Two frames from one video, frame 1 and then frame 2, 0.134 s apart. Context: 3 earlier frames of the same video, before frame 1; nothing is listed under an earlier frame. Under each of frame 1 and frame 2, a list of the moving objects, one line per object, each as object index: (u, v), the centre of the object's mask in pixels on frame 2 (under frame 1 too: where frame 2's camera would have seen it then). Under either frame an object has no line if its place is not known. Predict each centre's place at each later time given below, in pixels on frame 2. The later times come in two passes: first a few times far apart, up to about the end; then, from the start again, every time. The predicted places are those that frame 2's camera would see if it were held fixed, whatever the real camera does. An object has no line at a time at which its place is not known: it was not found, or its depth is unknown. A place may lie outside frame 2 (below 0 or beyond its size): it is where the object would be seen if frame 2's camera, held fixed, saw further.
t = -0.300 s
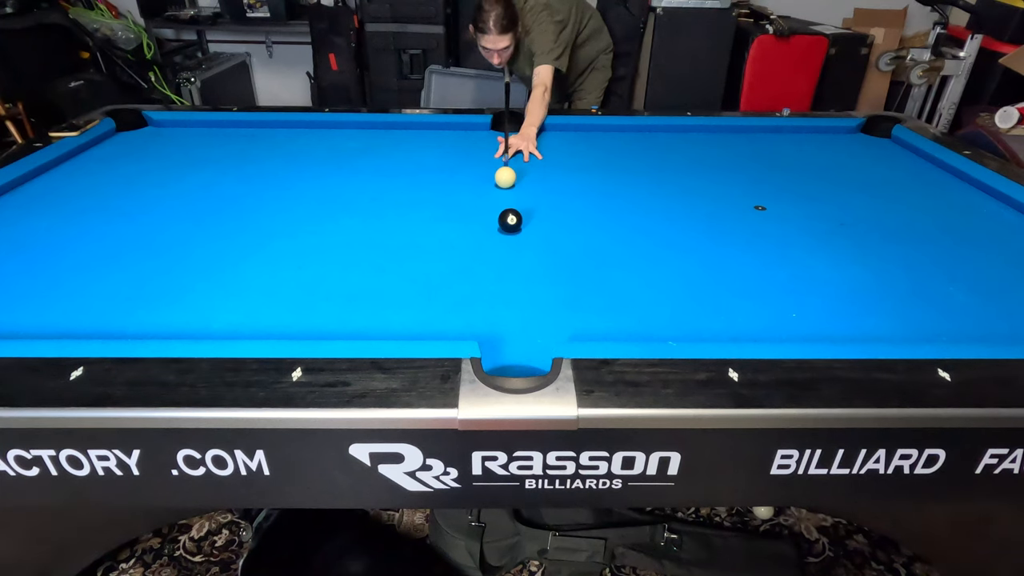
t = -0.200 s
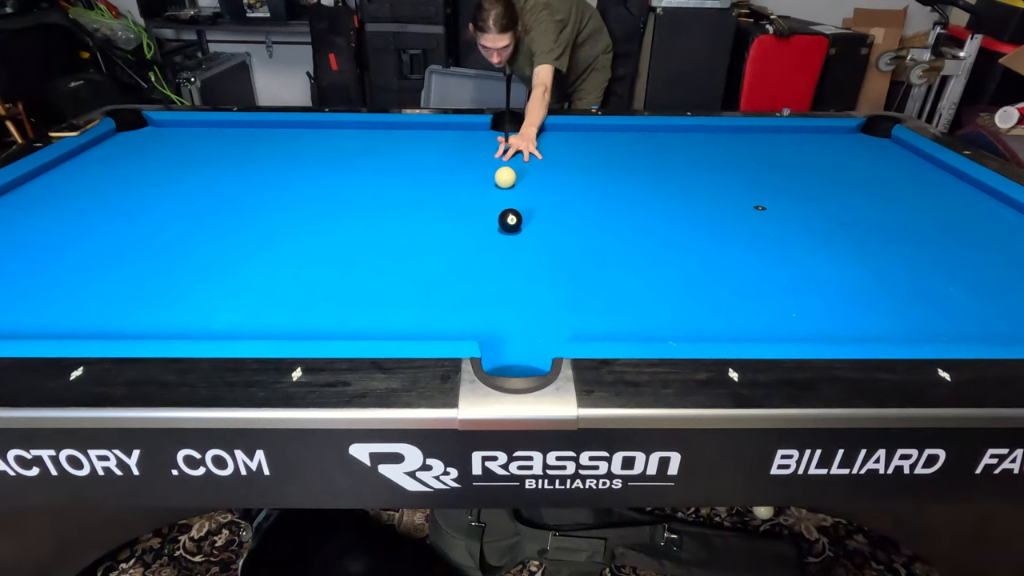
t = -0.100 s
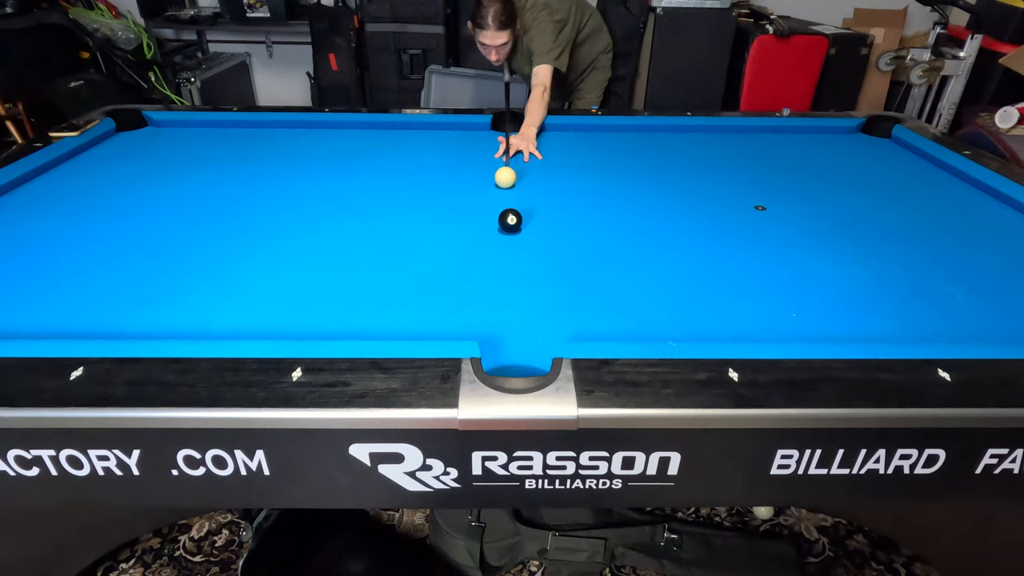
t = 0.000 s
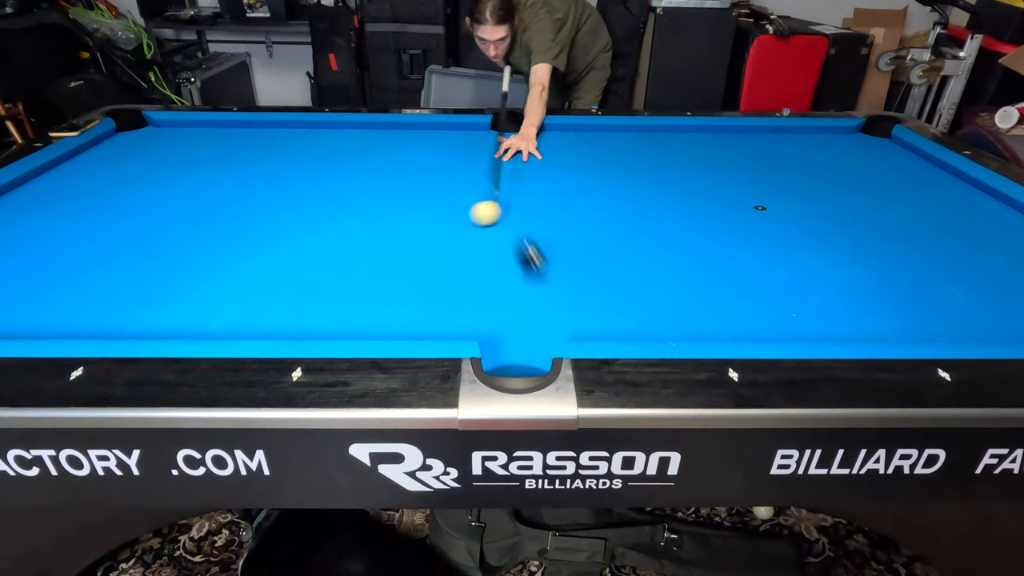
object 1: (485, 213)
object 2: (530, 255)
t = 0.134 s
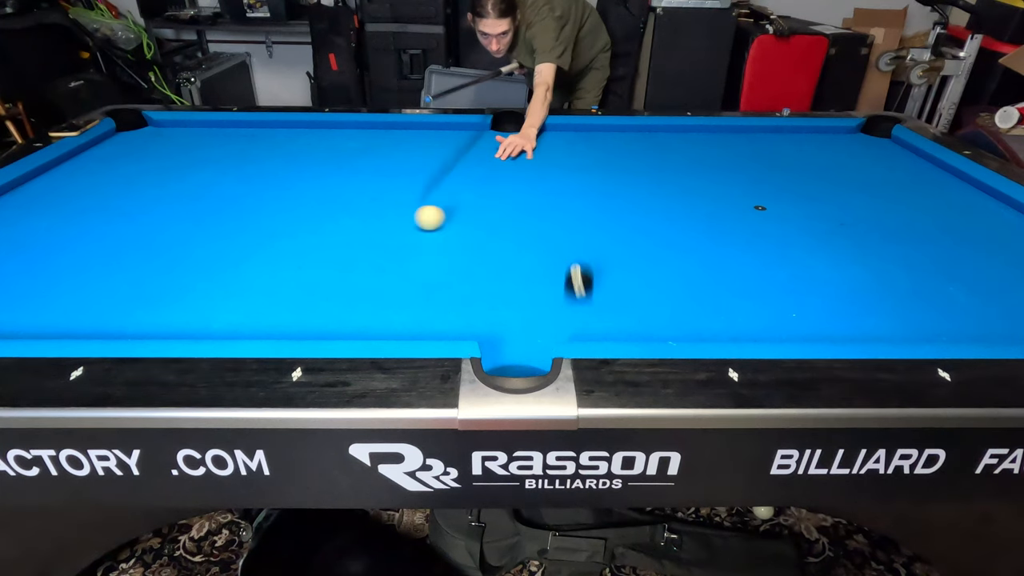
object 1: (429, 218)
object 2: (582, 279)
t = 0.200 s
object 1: (407, 217)
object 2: (580, 240)
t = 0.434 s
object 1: (337, 211)
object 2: (582, 160)
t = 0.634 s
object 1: (279, 206)
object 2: (585, 134)
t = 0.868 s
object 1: (216, 201)
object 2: (591, 167)
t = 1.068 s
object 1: (165, 197)
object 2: (597, 201)
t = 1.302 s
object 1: (108, 193)
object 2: (607, 255)
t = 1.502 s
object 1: (61, 190)
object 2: (618, 321)
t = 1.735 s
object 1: (15, 188)
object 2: (601, 295)
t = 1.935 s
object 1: (26, 196)
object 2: (585, 261)
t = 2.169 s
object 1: (38, 206)
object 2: (569, 228)
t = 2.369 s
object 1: (47, 214)
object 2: (558, 207)
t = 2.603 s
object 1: (58, 225)
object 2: (547, 185)
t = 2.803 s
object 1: (66, 234)
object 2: (539, 170)
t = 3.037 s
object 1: (75, 244)
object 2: (531, 156)
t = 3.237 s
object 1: (83, 253)
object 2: (525, 145)
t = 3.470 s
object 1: (90, 264)
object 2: (518, 133)
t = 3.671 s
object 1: (96, 272)
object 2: (516, 124)
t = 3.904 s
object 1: (102, 283)
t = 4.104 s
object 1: (106, 291)
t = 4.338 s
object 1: (110, 301)
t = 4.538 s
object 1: (112, 309)
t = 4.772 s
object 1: (114, 318)
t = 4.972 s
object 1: (114, 324)
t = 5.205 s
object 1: (113, 328)
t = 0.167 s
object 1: (418, 217)
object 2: (580, 259)
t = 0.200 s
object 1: (407, 217)
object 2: (580, 240)
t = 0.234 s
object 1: (397, 216)
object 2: (581, 225)
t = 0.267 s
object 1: (387, 215)
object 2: (581, 211)
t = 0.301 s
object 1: (376, 214)
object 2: (581, 198)
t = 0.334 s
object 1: (366, 213)
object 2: (582, 187)
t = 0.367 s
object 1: (356, 212)
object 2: (582, 178)
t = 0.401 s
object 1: (346, 211)
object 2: (582, 168)
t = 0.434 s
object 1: (337, 211)
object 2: (582, 160)
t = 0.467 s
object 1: (327, 210)
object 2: (583, 152)
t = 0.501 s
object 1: (317, 209)
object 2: (583, 144)
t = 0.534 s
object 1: (308, 208)
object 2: (583, 137)
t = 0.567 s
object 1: (298, 207)
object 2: (584, 130)
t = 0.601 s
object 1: (289, 207)
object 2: (584, 129)
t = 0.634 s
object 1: (279, 206)
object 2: (585, 134)
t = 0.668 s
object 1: (270, 205)
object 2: (586, 139)
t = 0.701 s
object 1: (261, 205)
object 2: (586, 144)
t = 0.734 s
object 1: (252, 204)
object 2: (587, 149)
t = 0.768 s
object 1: (243, 203)
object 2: (588, 153)
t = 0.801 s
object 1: (234, 203)
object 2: (589, 158)
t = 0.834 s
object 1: (225, 202)
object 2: (590, 163)
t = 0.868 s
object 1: (216, 201)
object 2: (591, 167)
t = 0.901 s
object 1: (208, 200)
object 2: (592, 173)
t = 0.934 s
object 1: (199, 200)
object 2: (593, 178)
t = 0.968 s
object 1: (190, 199)
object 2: (594, 184)
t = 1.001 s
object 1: (182, 198)
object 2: (595, 189)
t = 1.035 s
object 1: (173, 198)
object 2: (596, 196)
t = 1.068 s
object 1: (165, 197)
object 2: (597, 201)
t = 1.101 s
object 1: (157, 197)
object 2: (599, 208)
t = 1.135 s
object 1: (148, 196)
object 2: (600, 216)
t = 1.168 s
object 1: (140, 196)
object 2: (601, 222)
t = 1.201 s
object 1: (132, 195)
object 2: (602, 230)
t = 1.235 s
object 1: (124, 194)
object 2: (604, 238)
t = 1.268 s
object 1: (116, 194)
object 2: (605, 247)
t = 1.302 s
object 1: (108, 193)
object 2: (607, 255)
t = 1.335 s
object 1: (100, 193)
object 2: (608, 265)
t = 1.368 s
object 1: (92, 192)
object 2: (610, 274)
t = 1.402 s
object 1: (84, 192)
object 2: (612, 285)
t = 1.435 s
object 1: (76, 191)
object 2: (614, 295)
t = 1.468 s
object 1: (68, 190)
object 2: (616, 307)
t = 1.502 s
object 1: (61, 190)
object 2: (618, 321)
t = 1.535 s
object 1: (53, 189)
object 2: (621, 328)
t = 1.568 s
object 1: (45, 189)
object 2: (619, 329)
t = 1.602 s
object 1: (38, 188)
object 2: (615, 324)
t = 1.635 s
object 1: (30, 188)
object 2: (611, 314)
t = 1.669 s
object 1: (23, 187)
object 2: (608, 308)
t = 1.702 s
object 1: (16, 187)
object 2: (604, 302)
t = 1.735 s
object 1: (15, 188)
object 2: (601, 295)
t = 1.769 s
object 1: (18, 189)
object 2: (599, 287)
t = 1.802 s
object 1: (19, 190)
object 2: (596, 283)
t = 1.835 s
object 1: (21, 192)
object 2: (593, 277)
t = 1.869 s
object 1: (23, 193)
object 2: (590, 271)
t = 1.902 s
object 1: (24, 194)
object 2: (587, 265)
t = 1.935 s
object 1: (26, 196)
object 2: (585, 261)
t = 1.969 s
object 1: (28, 197)
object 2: (583, 255)
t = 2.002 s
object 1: (30, 198)
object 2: (580, 250)
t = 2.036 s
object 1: (31, 200)
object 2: (578, 245)
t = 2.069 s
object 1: (33, 201)
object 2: (575, 242)
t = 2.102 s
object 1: (35, 203)
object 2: (573, 237)
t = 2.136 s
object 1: (36, 204)
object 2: (571, 233)
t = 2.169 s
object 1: (38, 206)
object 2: (569, 228)
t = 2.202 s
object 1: (39, 207)
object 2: (567, 225)
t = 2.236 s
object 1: (41, 209)
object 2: (565, 221)
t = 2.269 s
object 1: (43, 210)
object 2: (563, 217)
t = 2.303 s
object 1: (44, 211)
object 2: (562, 213)
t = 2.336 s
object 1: (46, 213)
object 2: (560, 209)
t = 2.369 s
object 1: (47, 214)
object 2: (558, 207)
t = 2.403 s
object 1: (49, 216)
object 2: (556, 203)
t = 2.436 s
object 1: (51, 217)
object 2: (555, 200)
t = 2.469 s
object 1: (52, 219)
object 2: (553, 197)
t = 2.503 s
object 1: (53, 220)
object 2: (551, 194)
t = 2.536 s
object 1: (55, 222)
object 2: (550, 191)
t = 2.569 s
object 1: (56, 223)
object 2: (549, 188)
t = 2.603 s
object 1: (58, 225)
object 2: (547, 185)
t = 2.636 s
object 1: (59, 226)
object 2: (546, 183)
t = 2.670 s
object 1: (61, 228)
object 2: (544, 180)
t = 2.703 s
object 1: (62, 229)
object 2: (543, 178)
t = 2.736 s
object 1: (64, 231)
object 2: (542, 175)
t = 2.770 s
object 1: (65, 232)
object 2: (540, 172)
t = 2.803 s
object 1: (66, 234)
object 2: (539, 170)
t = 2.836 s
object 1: (68, 235)
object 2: (538, 168)
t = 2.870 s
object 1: (69, 237)
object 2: (537, 166)
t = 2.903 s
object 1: (70, 238)
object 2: (536, 164)
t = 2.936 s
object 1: (71, 240)
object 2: (534, 161)
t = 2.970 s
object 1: (73, 241)
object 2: (533, 159)
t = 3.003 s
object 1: (74, 243)
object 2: (532, 158)
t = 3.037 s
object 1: (75, 244)
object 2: (531, 156)
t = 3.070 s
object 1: (77, 246)
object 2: (530, 153)
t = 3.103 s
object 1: (78, 247)
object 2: (529, 151)
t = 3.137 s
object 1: (79, 249)
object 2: (528, 150)
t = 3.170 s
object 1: (80, 250)
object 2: (527, 148)
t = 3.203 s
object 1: (82, 252)
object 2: (526, 147)
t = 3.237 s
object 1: (83, 253)
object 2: (525, 145)
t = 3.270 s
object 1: (84, 255)
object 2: (524, 143)
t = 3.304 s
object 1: (85, 256)
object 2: (523, 141)
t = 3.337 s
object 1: (86, 258)
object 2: (522, 140)
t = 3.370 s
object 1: (88, 259)
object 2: (521, 139)
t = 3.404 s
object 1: (89, 261)
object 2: (520, 137)
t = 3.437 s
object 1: (90, 262)
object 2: (519, 135)
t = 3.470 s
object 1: (90, 264)
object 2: (518, 133)
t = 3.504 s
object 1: (91, 265)
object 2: (518, 132)
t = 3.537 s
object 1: (92, 267)
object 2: (517, 132)
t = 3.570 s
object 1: (93, 268)
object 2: (516, 131)
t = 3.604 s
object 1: (94, 270)
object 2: (516, 129)
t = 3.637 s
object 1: (95, 271)
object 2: (515, 126)
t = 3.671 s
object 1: (96, 272)
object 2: (516, 124)
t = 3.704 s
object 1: (97, 274)
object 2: (512, 125)
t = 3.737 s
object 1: (98, 276)
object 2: (512, 128)
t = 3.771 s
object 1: (98, 277)
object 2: (510, 126)
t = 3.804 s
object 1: (99, 278)
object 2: (510, 130)
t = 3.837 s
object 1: (100, 280)
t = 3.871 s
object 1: (101, 281)
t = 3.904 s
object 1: (102, 283)
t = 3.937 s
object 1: (102, 284)
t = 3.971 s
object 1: (103, 286)
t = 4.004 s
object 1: (104, 287)
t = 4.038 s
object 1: (105, 289)
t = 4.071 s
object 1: (105, 290)
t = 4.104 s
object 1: (106, 291)
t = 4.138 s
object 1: (107, 293)
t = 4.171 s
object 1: (107, 294)
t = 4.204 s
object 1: (108, 295)
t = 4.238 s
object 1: (108, 297)
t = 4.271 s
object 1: (109, 298)
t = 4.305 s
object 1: (110, 300)
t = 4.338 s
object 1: (110, 301)
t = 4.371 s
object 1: (110, 302)
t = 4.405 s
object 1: (111, 304)
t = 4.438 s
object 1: (111, 305)
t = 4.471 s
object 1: (112, 306)
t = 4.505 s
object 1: (112, 308)
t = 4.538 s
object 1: (112, 309)
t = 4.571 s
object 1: (113, 310)
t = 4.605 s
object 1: (113, 312)
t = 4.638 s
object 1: (113, 313)
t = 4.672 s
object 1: (113, 314)
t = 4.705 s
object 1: (113, 315)
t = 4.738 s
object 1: (114, 317)
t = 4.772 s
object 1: (114, 318)
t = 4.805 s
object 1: (114, 319)
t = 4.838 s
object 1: (114, 320)
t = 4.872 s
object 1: (114, 321)
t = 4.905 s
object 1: (114, 322)
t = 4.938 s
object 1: (114, 323)
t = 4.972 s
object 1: (114, 324)
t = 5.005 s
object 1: (114, 325)
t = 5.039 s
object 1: (114, 325)
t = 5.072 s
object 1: (114, 326)
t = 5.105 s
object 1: (113, 326)
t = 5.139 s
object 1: (113, 327)
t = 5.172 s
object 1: (113, 328)
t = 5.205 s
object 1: (113, 328)
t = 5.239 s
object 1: (113, 329)
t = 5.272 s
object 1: (112, 329)
